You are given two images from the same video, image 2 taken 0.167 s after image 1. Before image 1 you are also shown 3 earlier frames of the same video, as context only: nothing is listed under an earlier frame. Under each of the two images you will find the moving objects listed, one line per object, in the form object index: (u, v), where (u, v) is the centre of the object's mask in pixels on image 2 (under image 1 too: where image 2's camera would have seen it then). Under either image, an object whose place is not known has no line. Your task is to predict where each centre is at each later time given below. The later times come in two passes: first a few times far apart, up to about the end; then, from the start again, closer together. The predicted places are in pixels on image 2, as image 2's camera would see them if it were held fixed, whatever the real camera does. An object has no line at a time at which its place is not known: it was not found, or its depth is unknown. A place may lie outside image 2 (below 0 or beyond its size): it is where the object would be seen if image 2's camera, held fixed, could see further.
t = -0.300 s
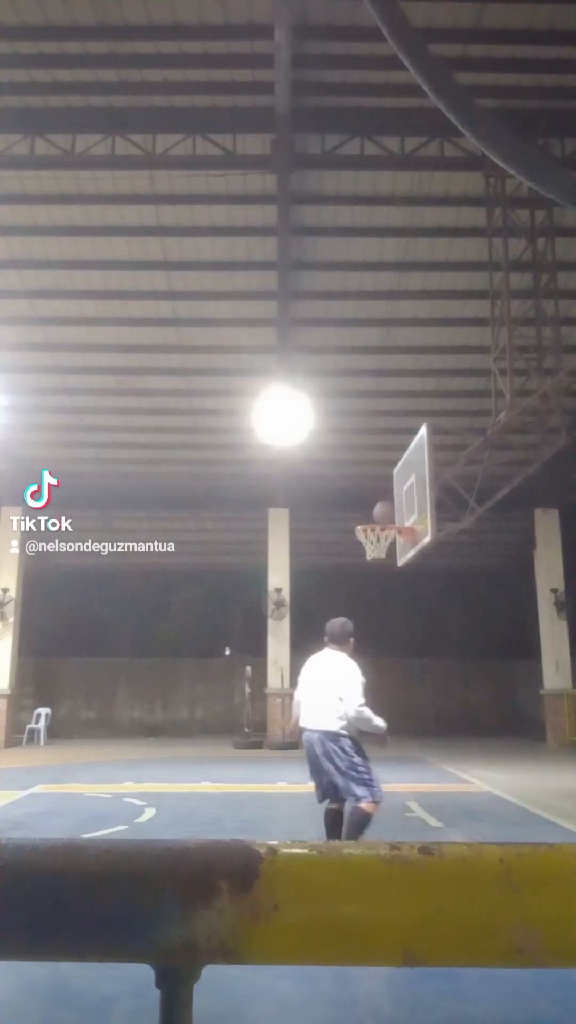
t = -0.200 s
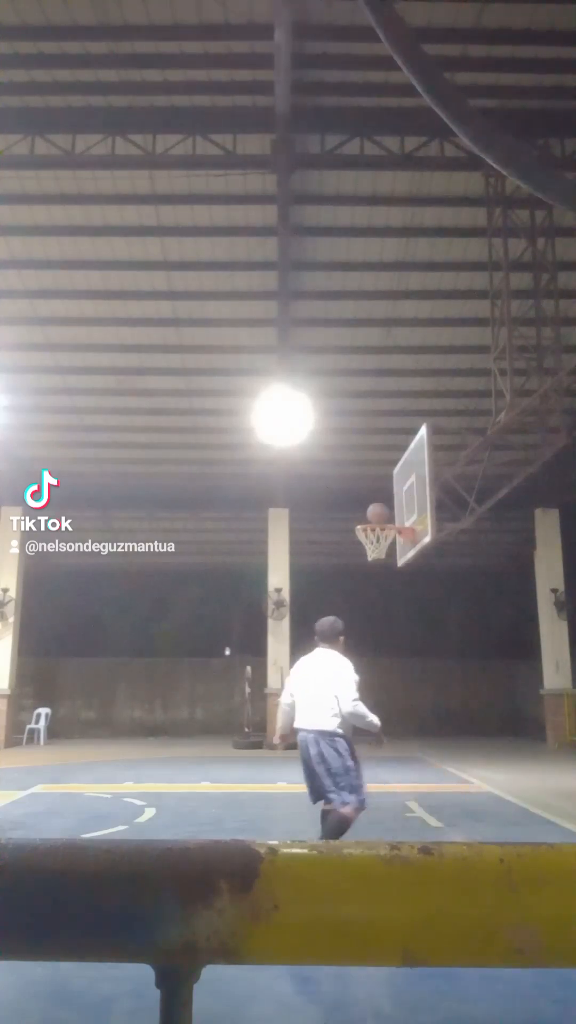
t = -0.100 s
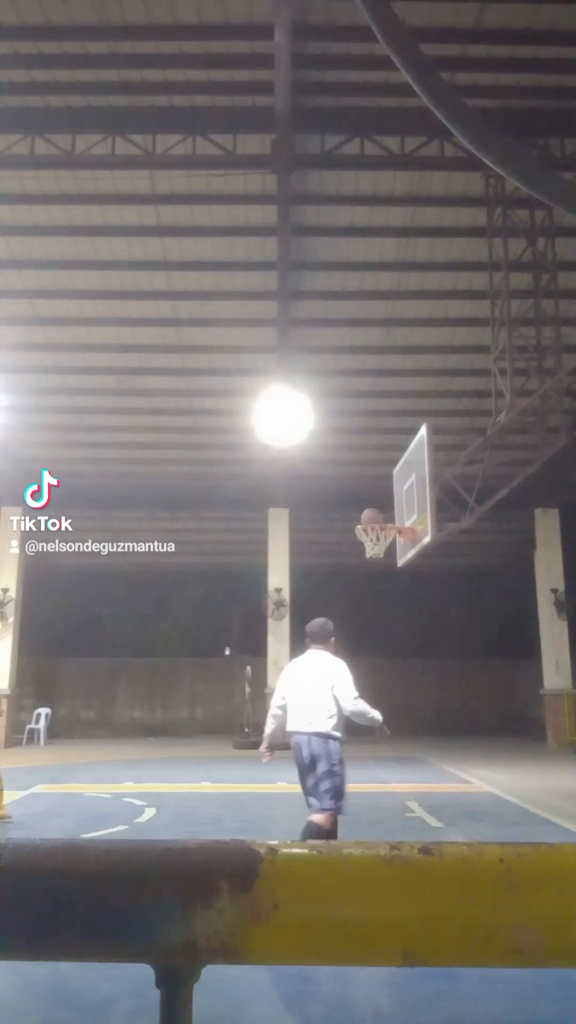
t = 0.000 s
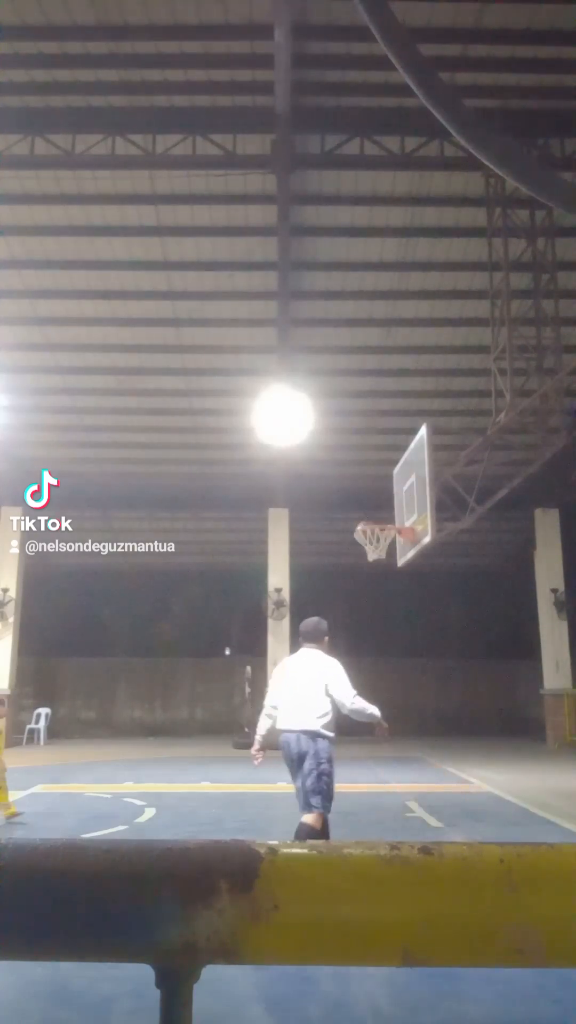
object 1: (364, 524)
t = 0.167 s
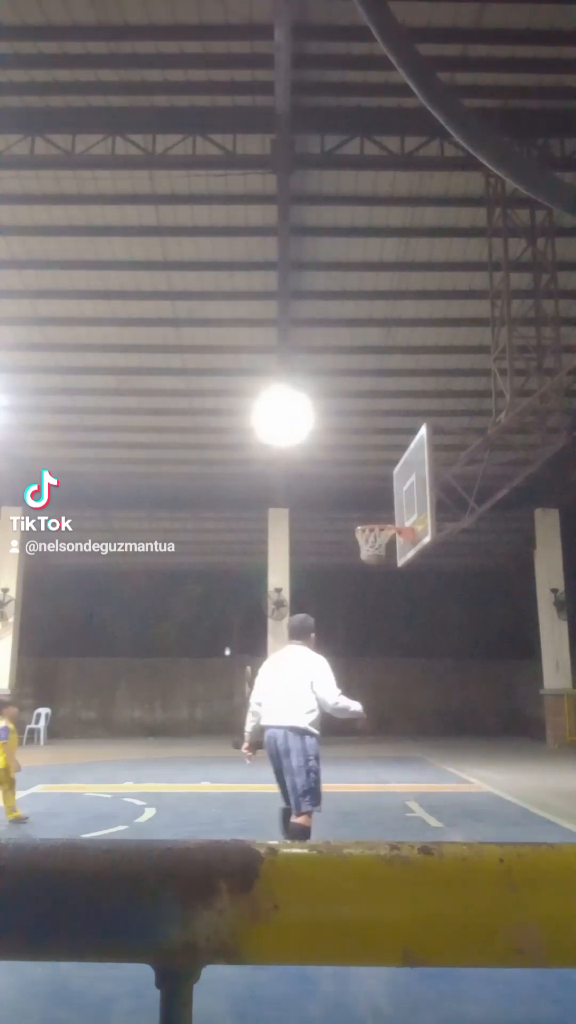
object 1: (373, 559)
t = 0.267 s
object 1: (377, 568)
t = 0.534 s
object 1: (389, 649)
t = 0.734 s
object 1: (401, 753)
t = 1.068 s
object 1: (417, 685)
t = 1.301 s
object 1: (429, 639)
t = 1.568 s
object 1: (443, 647)
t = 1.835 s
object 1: (460, 720)
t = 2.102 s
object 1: (474, 760)
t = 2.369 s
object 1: (479, 695)
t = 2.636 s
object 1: (487, 694)
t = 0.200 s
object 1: (374, 561)
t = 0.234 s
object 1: (376, 564)
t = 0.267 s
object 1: (377, 568)
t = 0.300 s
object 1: (379, 573)
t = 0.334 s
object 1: (380, 582)
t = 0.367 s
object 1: (381, 590)
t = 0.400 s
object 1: (383, 600)
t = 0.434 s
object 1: (385, 611)
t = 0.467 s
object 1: (387, 623)
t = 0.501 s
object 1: (388, 635)
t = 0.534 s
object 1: (389, 649)
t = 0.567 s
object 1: (392, 664)
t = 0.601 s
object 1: (394, 679)
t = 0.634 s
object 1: (395, 697)
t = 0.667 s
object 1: (398, 716)
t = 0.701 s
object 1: (399, 733)
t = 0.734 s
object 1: (401, 753)
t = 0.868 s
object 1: (411, 770)
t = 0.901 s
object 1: (410, 751)
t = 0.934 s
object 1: (410, 735)
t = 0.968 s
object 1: (413, 721)
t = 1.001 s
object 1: (414, 709)
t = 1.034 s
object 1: (415, 696)
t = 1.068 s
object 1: (417, 685)
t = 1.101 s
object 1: (418, 674)
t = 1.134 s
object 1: (420, 666)
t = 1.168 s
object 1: (422, 658)
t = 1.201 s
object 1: (424, 653)
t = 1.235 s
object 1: (425, 647)
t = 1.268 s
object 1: (427, 643)
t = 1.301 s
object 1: (429, 639)
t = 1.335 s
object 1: (431, 637)
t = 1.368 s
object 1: (432, 635)
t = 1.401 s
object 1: (434, 634)
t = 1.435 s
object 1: (436, 635)
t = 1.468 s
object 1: (437, 636)
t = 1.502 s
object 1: (439, 639)
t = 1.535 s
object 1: (441, 642)
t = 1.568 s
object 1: (443, 647)
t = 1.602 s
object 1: (445, 652)
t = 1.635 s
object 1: (447, 658)
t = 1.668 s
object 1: (449, 666)
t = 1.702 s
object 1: (451, 675)
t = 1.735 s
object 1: (453, 684)
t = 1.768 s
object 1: (456, 695)
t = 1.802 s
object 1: (458, 706)
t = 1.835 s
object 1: (460, 720)
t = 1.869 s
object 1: (462, 731)
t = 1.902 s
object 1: (465, 747)
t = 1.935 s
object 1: (468, 762)
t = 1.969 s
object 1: (471, 783)
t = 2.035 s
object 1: (475, 792)
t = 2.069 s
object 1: (475, 776)
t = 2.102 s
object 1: (474, 760)
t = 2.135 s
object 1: (474, 748)
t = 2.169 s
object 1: (475, 737)
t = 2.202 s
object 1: (475, 728)
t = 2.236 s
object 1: (476, 719)
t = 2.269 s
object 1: (477, 712)
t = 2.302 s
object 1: (477, 704)
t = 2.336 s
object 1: (478, 698)
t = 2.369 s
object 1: (479, 695)
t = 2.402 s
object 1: (480, 692)
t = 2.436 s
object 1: (481, 689)
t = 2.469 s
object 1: (482, 687)
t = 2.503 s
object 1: (483, 687)
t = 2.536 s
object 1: (484, 687)
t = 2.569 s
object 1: (486, 689)
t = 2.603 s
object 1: (486, 691)
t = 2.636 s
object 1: (487, 694)
